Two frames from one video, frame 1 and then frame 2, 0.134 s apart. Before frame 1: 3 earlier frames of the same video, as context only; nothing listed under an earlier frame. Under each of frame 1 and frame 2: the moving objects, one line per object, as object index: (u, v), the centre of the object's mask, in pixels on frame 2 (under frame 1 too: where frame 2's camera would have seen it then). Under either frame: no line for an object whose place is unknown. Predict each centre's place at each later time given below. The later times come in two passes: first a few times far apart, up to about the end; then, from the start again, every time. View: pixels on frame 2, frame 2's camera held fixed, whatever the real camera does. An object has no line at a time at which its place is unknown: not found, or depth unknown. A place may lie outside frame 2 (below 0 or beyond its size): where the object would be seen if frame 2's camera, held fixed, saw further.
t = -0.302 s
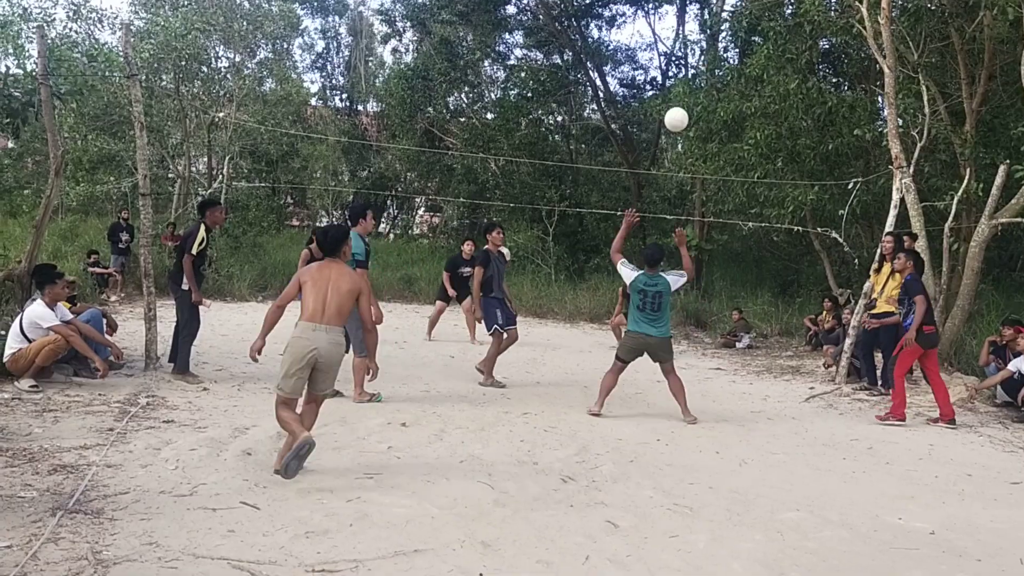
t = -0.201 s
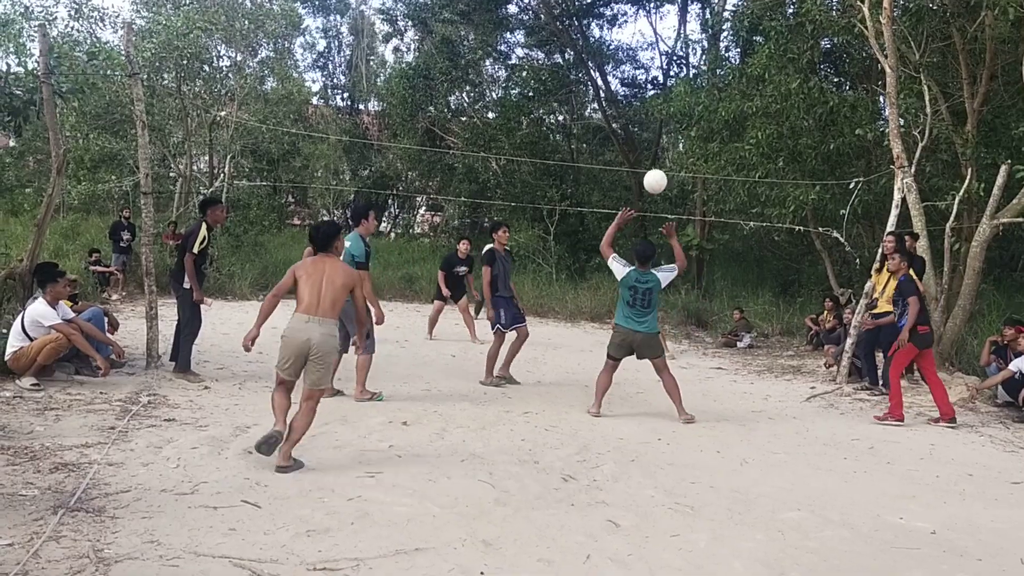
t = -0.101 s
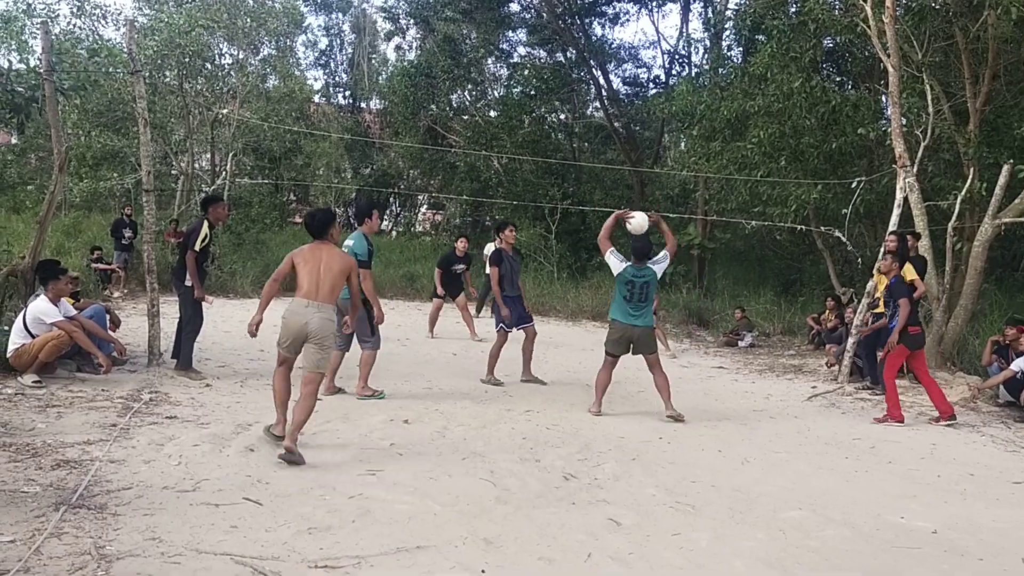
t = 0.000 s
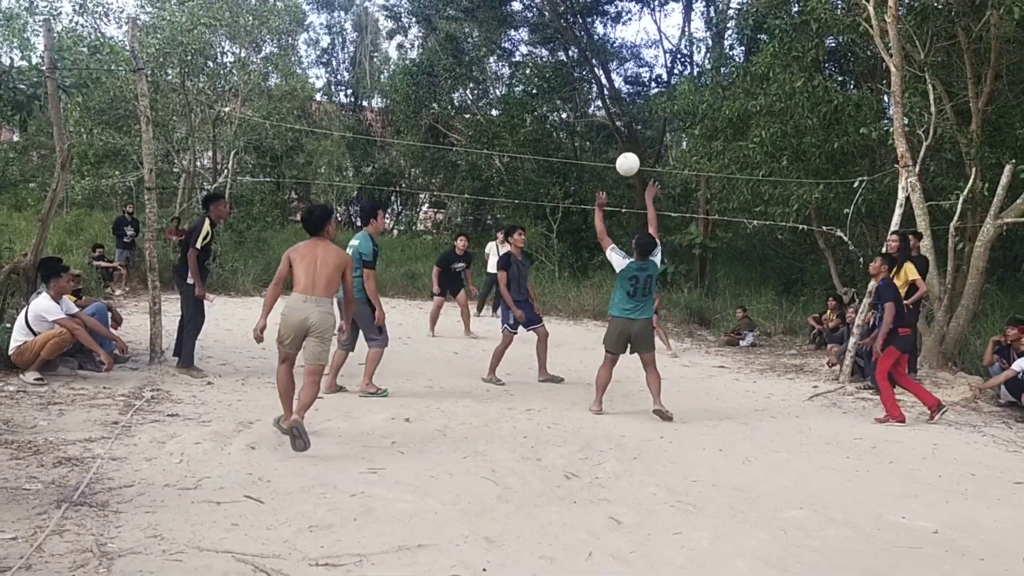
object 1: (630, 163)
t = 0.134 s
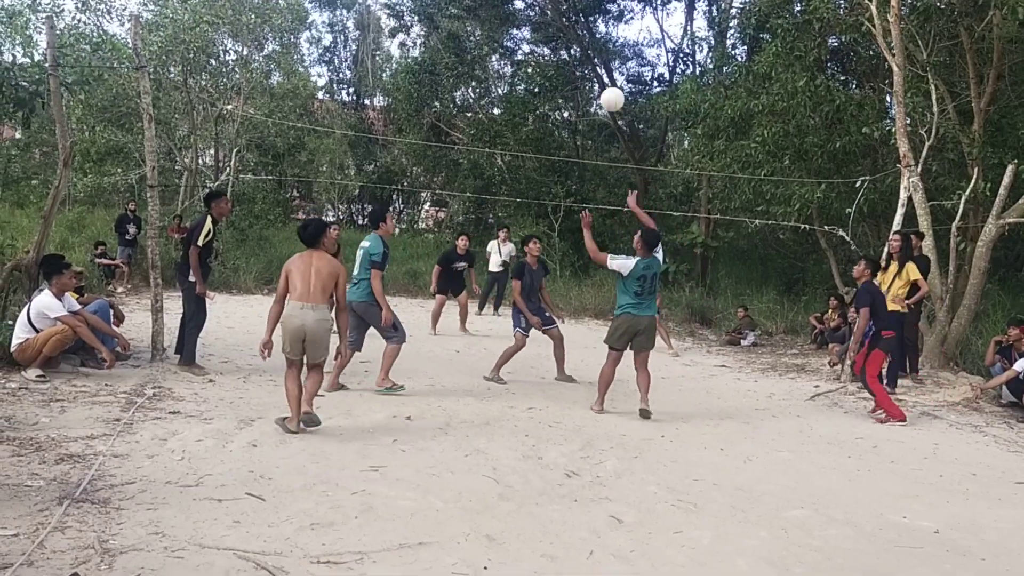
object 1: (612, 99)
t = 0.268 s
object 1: (593, 53)
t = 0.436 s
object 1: (565, 23)
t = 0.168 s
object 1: (608, 86)
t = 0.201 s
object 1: (603, 74)
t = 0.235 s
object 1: (598, 63)
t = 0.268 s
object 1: (593, 53)
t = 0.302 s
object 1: (588, 44)
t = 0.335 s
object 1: (582, 37)
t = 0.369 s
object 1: (576, 31)
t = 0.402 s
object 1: (570, 26)
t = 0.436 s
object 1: (565, 23)
